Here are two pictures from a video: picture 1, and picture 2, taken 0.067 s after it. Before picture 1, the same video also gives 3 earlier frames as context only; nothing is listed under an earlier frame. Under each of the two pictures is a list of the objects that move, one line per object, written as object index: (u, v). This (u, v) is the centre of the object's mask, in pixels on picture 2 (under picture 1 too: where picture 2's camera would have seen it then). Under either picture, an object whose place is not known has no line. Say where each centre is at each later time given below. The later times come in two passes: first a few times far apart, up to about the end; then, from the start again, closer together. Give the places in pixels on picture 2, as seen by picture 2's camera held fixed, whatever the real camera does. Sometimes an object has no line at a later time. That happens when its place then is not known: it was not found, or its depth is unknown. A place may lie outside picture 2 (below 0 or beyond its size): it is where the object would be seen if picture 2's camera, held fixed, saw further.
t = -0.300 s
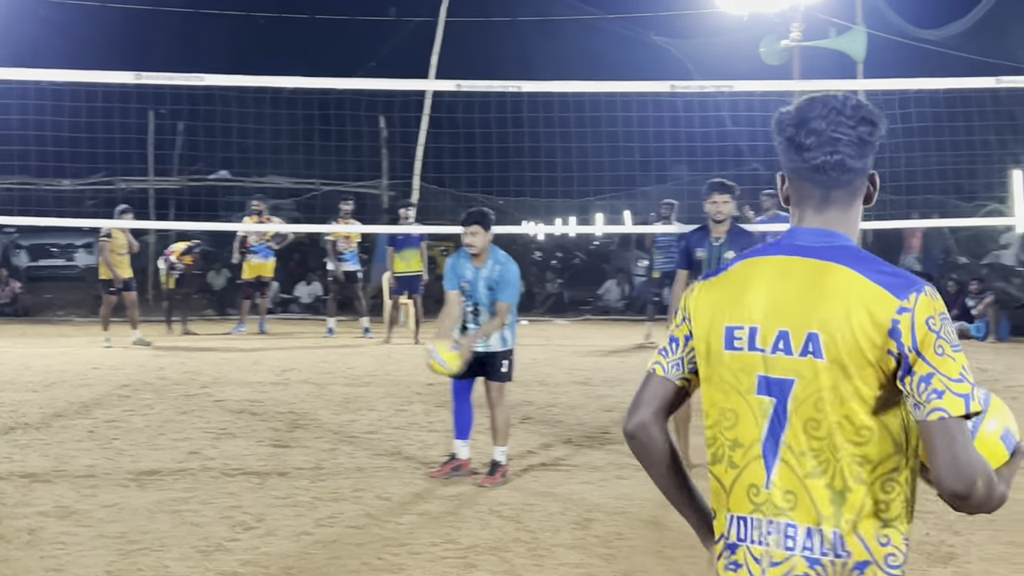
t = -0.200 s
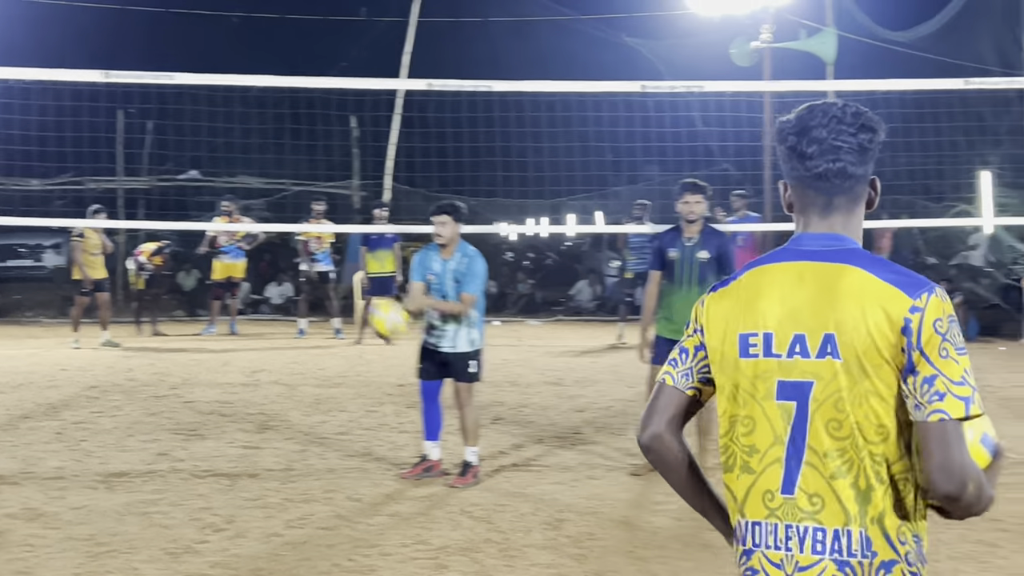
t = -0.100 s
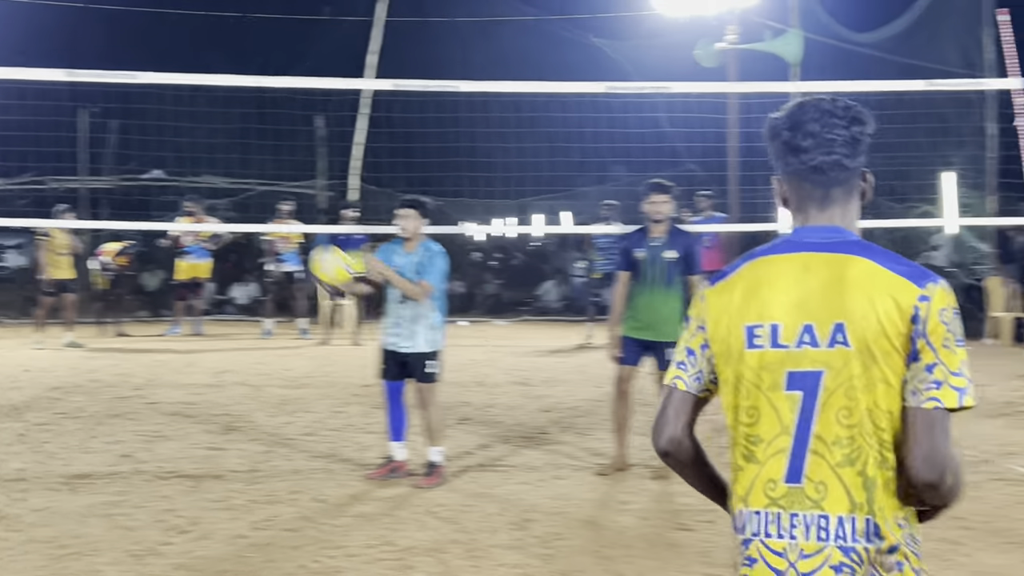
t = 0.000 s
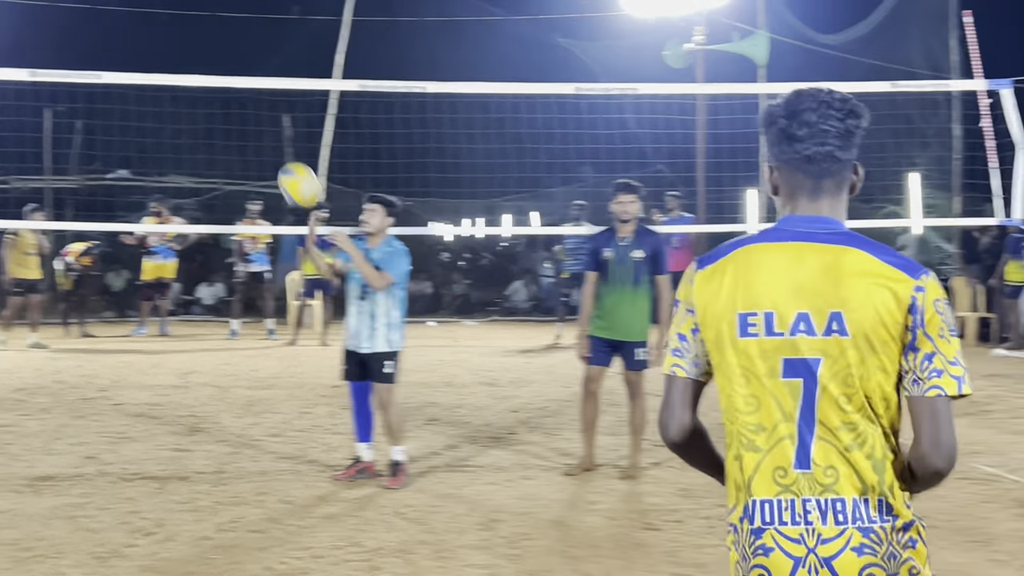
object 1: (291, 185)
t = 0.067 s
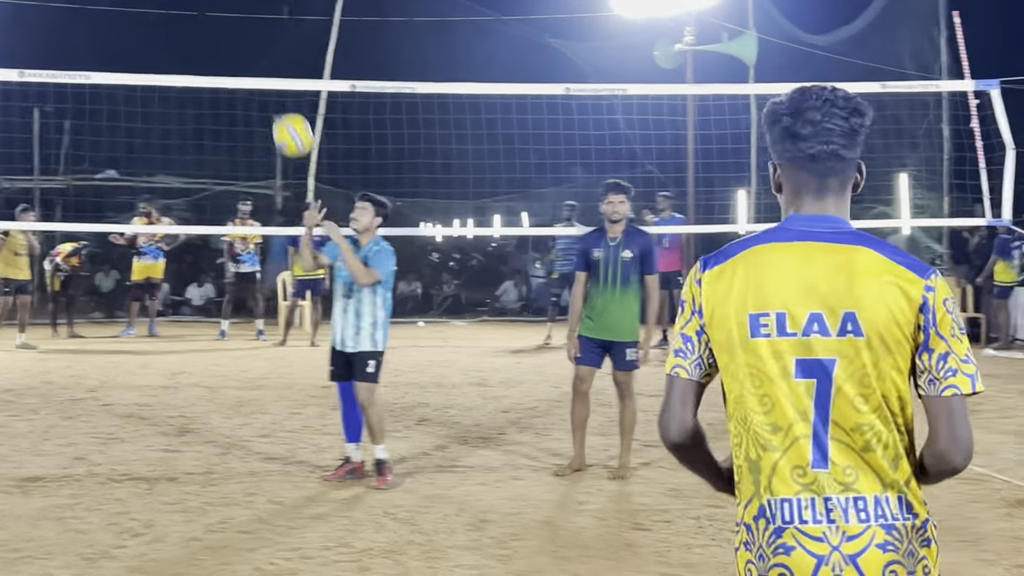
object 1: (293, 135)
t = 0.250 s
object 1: (299, 40)
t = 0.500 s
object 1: (310, 9)
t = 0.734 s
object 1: (323, 63)
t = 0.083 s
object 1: (293, 124)
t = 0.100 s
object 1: (294, 114)
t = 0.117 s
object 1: (294, 105)
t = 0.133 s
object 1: (295, 93)
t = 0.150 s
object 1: (295, 84)
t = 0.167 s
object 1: (296, 74)
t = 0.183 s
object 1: (297, 65)
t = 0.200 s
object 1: (297, 59)
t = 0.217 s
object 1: (298, 53)
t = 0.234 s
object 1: (298, 46)
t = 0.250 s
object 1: (299, 40)
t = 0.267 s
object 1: (300, 34)
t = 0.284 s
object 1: (300, 29)
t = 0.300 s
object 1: (301, 24)
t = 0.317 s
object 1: (301, 19)
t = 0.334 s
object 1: (302, 17)
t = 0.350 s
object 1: (303, 14)
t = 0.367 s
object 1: (304, 12)
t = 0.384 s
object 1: (305, 11)
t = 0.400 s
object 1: (306, 10)
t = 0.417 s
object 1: (306, 10)
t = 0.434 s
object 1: (307, 9)
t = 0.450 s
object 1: (308, 9)
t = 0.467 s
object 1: (308, 9)
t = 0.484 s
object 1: (309, 8)
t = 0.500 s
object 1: (310, 9)
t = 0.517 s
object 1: (311, 10)
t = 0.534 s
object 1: (311, 11)
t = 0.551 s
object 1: (313, 12)
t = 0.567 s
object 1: (314, 13)
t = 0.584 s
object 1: (315, 16)
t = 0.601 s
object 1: (316, 19)
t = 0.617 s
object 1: (318, 23)
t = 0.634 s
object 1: (319, 27)
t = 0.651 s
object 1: (320, 32)
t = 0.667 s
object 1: (321, 38)
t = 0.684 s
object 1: (322, 43)
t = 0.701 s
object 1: (323, 50)
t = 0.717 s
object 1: (322, 57)
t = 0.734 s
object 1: (323, 63)
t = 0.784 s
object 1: (328, 88)
